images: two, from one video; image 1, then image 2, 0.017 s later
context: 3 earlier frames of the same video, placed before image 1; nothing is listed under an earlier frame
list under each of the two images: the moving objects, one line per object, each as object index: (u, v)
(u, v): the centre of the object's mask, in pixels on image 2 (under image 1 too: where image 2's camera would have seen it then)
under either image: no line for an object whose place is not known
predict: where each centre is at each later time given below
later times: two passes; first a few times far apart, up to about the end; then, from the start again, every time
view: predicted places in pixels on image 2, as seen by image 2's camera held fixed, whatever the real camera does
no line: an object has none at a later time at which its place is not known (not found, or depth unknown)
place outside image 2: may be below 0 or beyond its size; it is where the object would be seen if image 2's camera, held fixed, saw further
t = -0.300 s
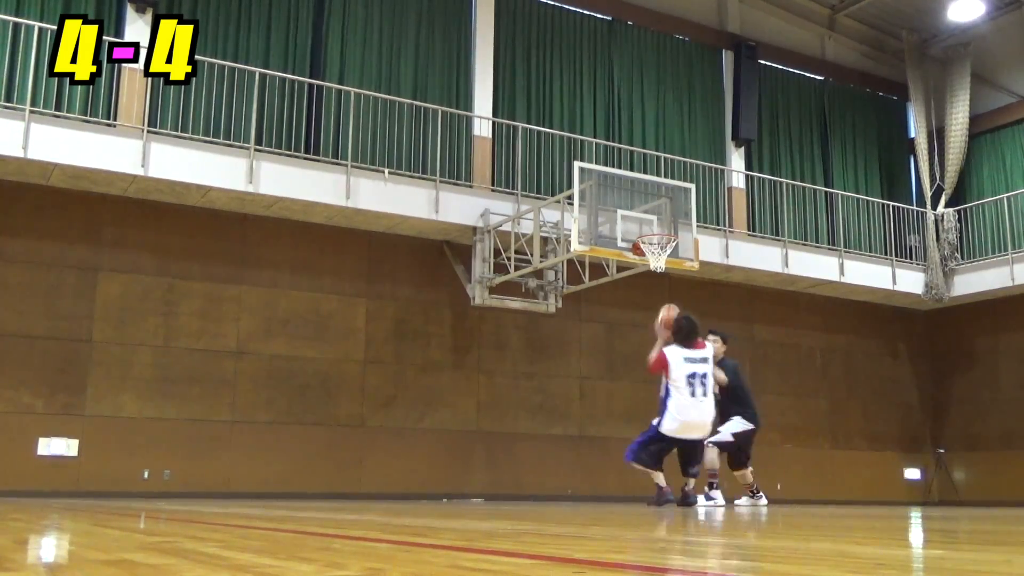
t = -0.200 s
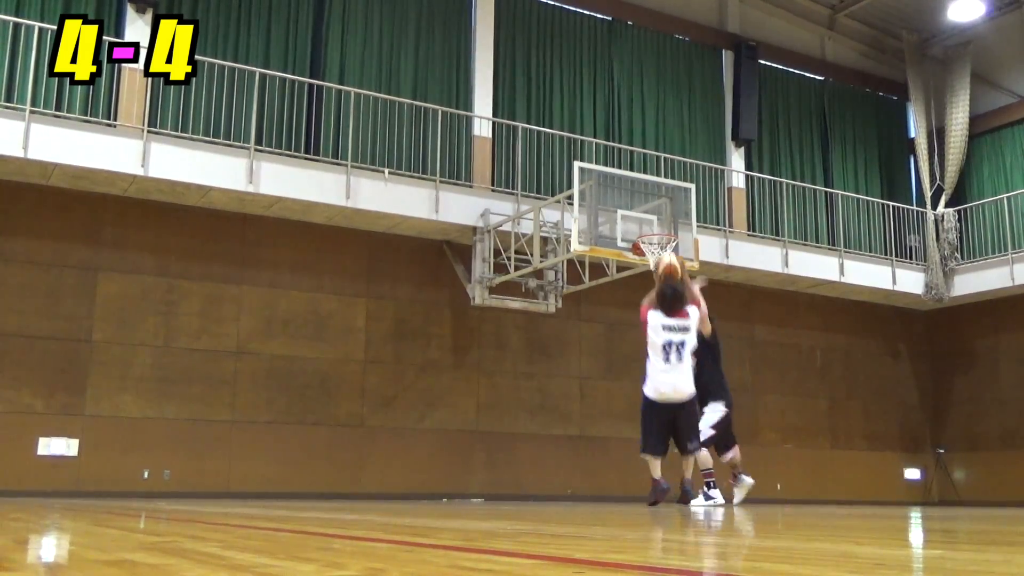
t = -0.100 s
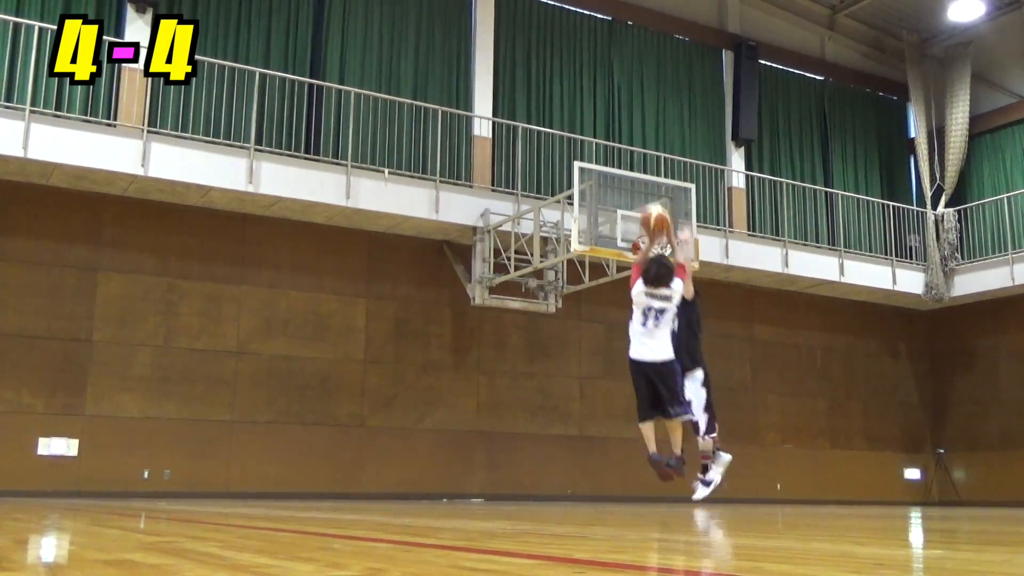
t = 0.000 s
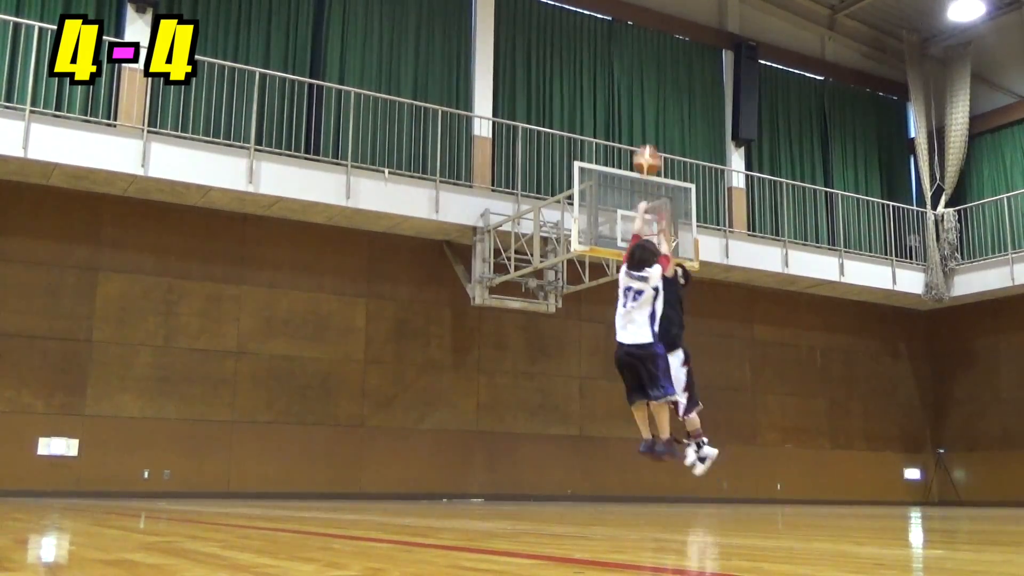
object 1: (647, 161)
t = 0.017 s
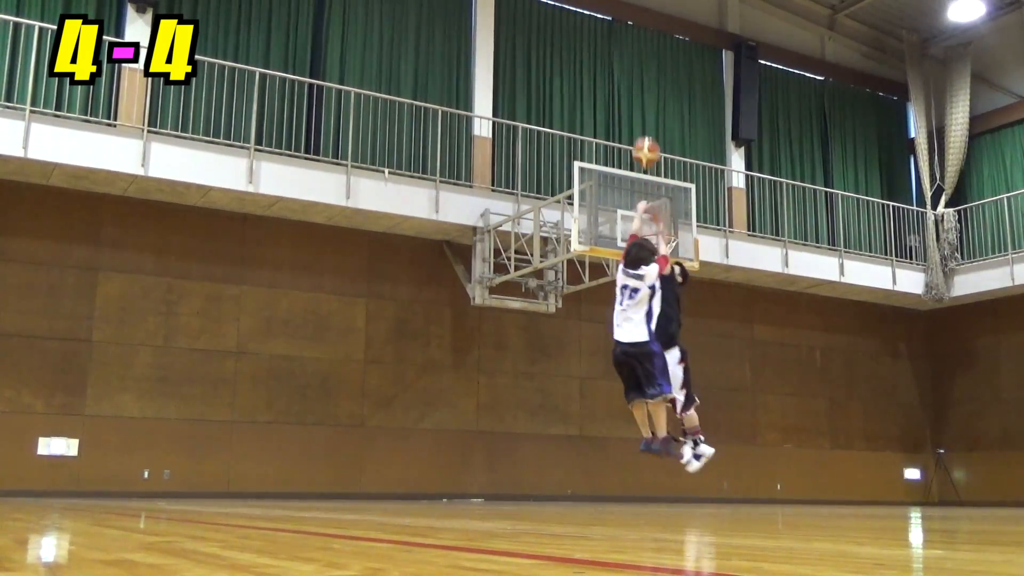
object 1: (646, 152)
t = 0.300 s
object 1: (629, 61)
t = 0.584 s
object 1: (617, 56)
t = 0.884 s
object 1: (607, 121)
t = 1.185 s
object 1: (603, 241)
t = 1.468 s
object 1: (651, 366)
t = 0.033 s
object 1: (645, 143)
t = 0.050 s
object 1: (644, 135)
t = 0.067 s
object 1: (643, 128)
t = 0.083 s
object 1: (642, 122)
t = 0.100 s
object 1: (641, 115)
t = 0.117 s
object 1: (640, 109)
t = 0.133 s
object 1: (638, 102)
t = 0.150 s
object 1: (638, 97)
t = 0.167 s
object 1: (637, 91)
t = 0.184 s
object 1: (636, 87)
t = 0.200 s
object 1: (635, 82)
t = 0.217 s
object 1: (634, 78)
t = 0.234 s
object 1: (633, 74)
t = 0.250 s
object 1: (632, 70)
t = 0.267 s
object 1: (631, 67)
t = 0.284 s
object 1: (630, 64)
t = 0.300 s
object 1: (629, 61)
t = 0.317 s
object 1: (629, 59)
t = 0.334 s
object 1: (628, 57)
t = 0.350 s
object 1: (627, 55)
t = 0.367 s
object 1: (626, 53)
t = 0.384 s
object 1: (625, 52)
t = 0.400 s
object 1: (624, 51)
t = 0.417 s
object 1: (624, 51)
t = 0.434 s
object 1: (623, 50)
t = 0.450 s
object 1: (622, 50)
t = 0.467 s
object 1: (621, 49)
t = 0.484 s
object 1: (621, 50)
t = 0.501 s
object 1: (620, 50)
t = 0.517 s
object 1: (619, 51)
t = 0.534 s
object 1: (619, 52)
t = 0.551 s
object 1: (618, 53)
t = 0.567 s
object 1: (617, 54)
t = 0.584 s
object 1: (617, 56)
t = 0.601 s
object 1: (616, 58)
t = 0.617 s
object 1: (616, 60)
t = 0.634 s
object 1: (615, 62)
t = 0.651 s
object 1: (614, 65)
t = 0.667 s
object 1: (614, 67)
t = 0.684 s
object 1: (613, 70)
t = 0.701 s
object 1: (613, 73)
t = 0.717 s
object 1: (612, 76)
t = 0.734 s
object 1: (611, 80)
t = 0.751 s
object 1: (611, 83)
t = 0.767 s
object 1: (610, 87)
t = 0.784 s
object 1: (610, 91)
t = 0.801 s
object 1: (609, 96)
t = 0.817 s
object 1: (608, 100)
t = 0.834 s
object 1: (608, 105)
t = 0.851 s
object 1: (608, 110)
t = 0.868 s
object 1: (607, 115)
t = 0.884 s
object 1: (607, 121)
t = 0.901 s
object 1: (606, 126)
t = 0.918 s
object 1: (606, 131)
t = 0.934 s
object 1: (605, 137)
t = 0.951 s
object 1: (605, 143)
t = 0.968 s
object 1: (604, 150)
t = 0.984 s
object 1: (604, 156)
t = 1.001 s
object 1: (603, 164)
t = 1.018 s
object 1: (603, 170)
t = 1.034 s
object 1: (602, 177)
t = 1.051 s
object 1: (601, 185)
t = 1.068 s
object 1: (601, 191)
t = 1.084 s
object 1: (601, 198)
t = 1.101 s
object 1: (600, 207)
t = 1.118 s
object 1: (600, 215)
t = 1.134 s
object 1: (599, 224)
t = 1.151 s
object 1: (599, 232)
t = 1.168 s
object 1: (600, 237)
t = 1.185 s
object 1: (603, 241)
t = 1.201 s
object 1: (605, 246)
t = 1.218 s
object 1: (608, 252)
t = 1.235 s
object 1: (611, 257)
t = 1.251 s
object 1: (614, 263)
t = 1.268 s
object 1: (616, 269)
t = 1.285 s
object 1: (619, 276)
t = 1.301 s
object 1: (622, 283)
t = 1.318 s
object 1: (625, 290)
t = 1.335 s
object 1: (629, 296)
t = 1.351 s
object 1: (631, 304)
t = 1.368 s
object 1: (634, 312)
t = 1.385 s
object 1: (636, 320)
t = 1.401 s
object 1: (639, 328)
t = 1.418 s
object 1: (642, 337)
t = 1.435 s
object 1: (645, 345)
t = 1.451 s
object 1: (648, 355)
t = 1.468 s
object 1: (651, 366)
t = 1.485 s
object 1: (654, 375)
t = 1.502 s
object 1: (658, 384)
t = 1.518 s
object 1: (661, 396)
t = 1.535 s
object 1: (663, 405)
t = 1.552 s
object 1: (665, 416)
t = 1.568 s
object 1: (669, 429)
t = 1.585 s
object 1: (672, 441)
